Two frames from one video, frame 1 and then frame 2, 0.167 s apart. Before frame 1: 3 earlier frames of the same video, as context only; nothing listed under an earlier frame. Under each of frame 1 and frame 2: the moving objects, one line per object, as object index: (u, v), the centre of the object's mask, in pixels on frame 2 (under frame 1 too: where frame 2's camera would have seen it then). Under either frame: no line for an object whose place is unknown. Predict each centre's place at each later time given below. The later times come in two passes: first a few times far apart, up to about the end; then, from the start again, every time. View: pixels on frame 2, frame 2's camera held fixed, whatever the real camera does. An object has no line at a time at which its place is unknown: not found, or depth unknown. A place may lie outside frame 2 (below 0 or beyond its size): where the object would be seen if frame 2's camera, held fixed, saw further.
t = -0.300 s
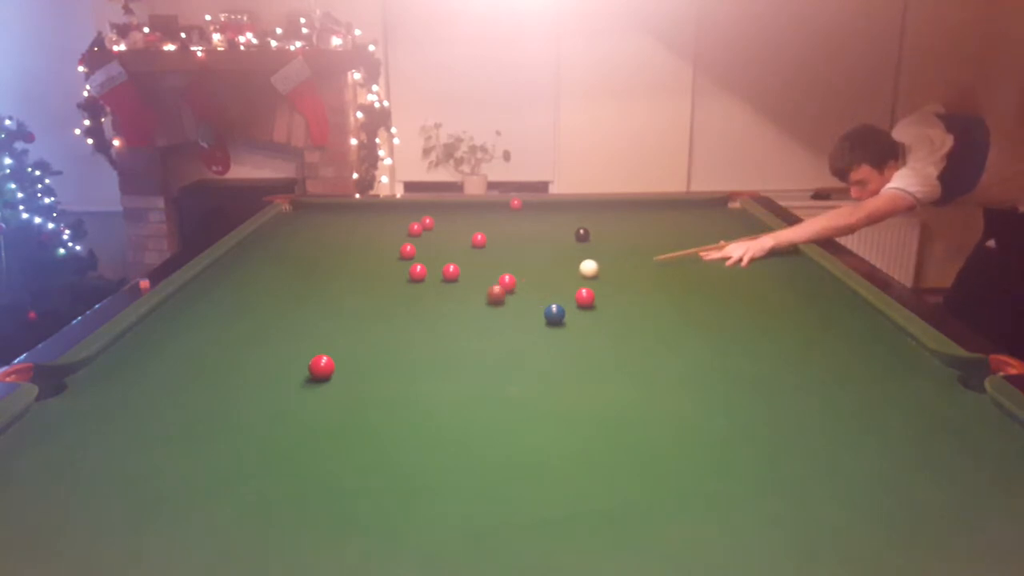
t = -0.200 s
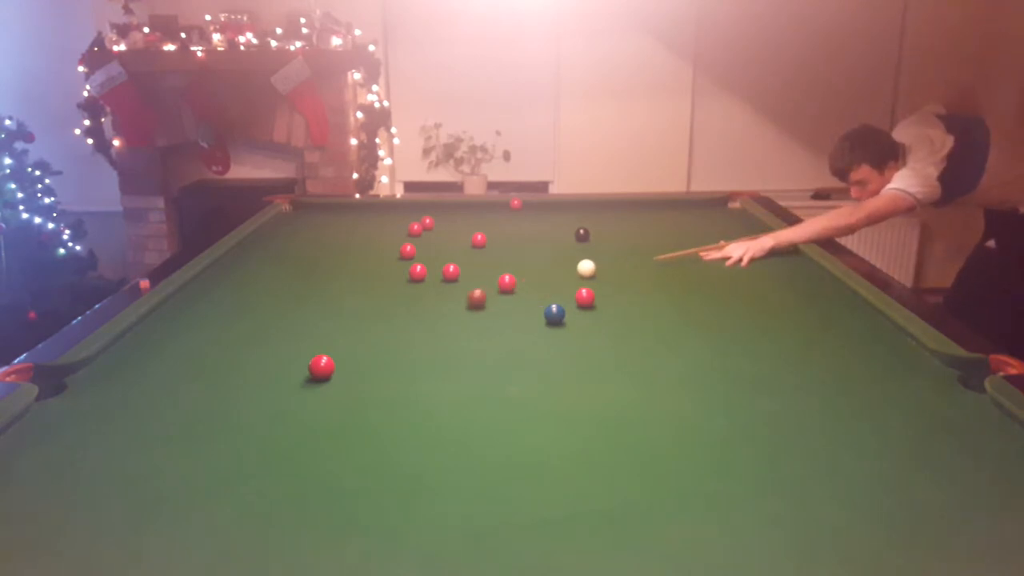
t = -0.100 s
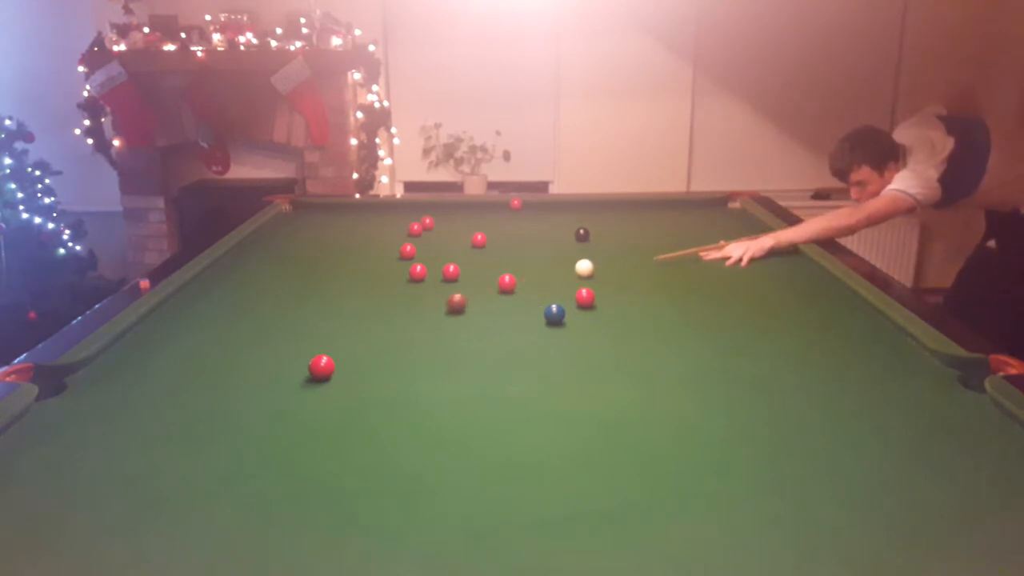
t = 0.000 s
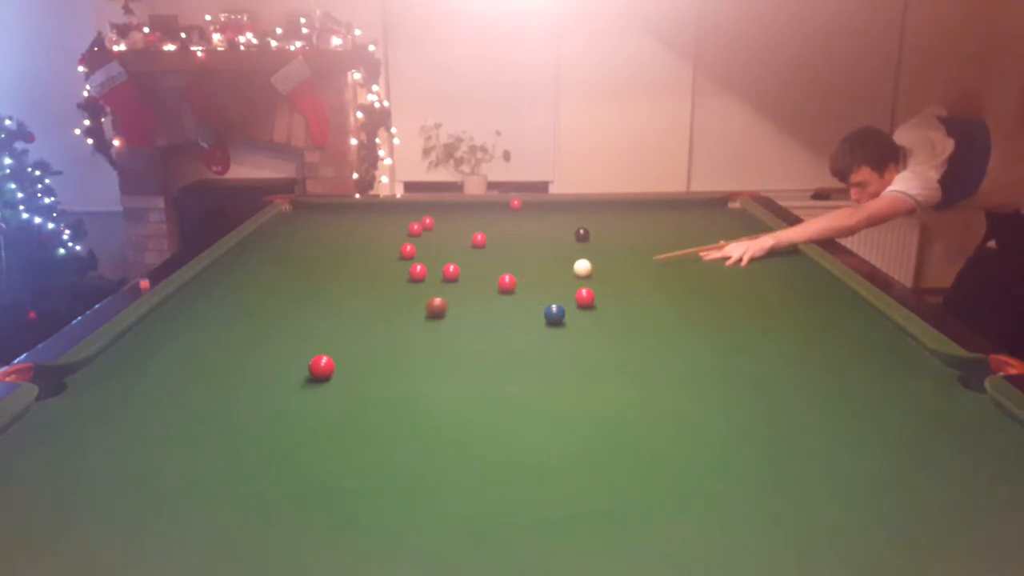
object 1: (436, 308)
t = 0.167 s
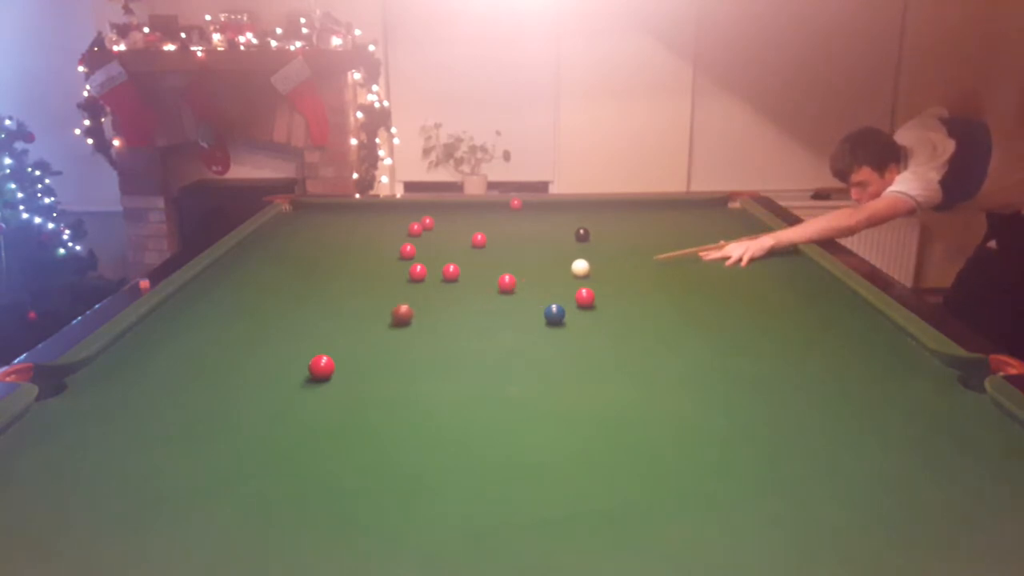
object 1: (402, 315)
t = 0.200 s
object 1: (395, 317)
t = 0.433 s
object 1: (346, 326)
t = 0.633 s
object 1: (303, 335)
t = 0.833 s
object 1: (262, 343)
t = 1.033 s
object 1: (221, 350)
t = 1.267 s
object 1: (176, 359)
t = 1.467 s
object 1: (139, 365)
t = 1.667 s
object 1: (105, 371)
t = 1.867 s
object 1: (73, 376)
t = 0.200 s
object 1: (395, 317)
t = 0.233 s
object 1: (388, 318)
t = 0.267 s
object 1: (381, 319)
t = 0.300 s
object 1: (374, 321)
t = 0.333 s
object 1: (367, 322)
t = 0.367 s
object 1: (360, 324)
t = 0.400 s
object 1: (353, 325)
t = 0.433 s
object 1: (346, 326)
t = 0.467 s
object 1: (339, 328)
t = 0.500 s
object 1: (332, 329)
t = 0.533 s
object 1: (325, 330)
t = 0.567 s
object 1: (318, 332)
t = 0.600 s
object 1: (311, 333)
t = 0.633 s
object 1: (303, 335)
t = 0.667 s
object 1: (296, 336)
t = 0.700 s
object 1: (289, 337)
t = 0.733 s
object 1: (282, 339)
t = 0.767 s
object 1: (276, 340)
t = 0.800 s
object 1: (269, 341)
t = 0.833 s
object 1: (262, 343)
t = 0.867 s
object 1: (255, 344)
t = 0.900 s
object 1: (248, 345)
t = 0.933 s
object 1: (241, 346)
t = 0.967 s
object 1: (235, 347)
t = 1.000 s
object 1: (228, 349)
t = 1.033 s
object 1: (221, 350)
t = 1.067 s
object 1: (215, 352)
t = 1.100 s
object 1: (208, 353)
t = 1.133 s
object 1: (201, 354)
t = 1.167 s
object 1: (195, 355)
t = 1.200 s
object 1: (188, 357)
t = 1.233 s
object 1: (182, 358)
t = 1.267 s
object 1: (176, 359)
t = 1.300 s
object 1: (170, 360)
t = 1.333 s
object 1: (163, 361)
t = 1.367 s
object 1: (157, 362)
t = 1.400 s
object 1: (151, 363)
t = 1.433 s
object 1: (145, 364)
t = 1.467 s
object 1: (139, 365)
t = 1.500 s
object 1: (133, 366)
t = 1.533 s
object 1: (128, 367)
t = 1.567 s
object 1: (121, 368)
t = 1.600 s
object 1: (116, 369)
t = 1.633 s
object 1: (110, 371)
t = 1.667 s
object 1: (105, 371)
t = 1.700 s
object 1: (99, 373)
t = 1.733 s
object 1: (94, 373)
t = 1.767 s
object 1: (89, 373)
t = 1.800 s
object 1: (84, 374)
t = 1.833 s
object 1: (78, 375)
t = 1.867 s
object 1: (73, 376)
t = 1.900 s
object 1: (68, 377)
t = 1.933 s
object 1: (64, 378)
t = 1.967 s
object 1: (59, 379)
